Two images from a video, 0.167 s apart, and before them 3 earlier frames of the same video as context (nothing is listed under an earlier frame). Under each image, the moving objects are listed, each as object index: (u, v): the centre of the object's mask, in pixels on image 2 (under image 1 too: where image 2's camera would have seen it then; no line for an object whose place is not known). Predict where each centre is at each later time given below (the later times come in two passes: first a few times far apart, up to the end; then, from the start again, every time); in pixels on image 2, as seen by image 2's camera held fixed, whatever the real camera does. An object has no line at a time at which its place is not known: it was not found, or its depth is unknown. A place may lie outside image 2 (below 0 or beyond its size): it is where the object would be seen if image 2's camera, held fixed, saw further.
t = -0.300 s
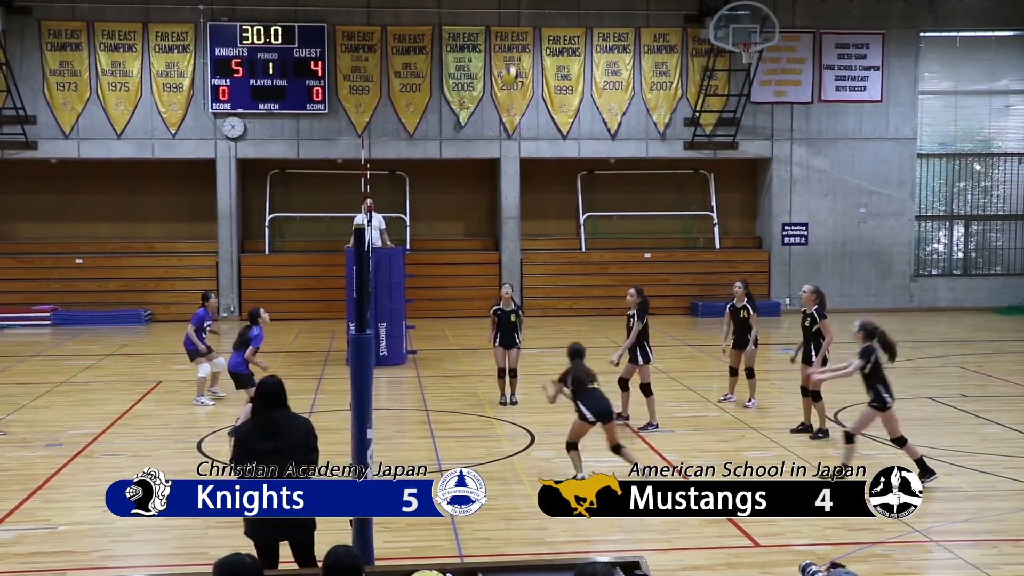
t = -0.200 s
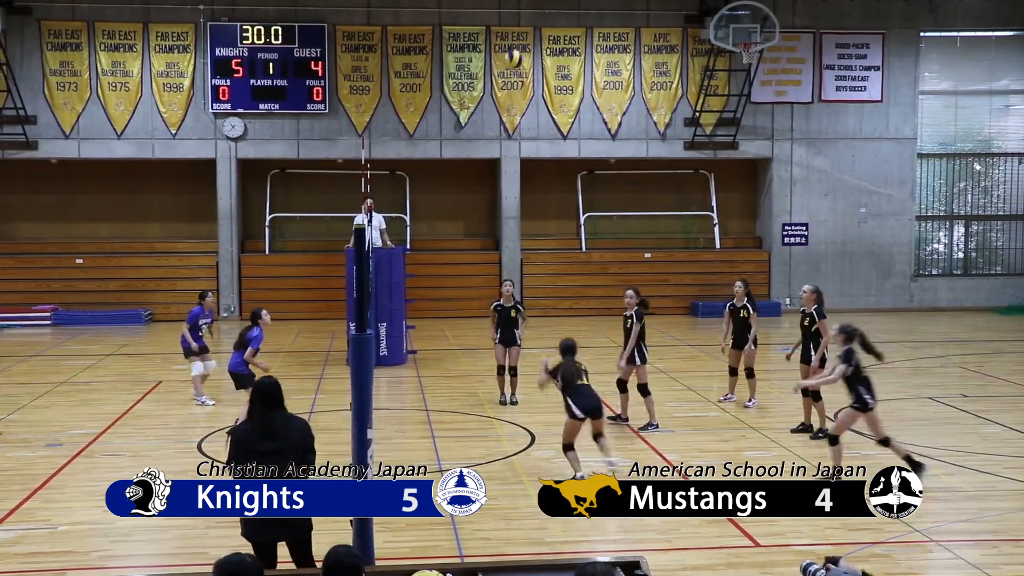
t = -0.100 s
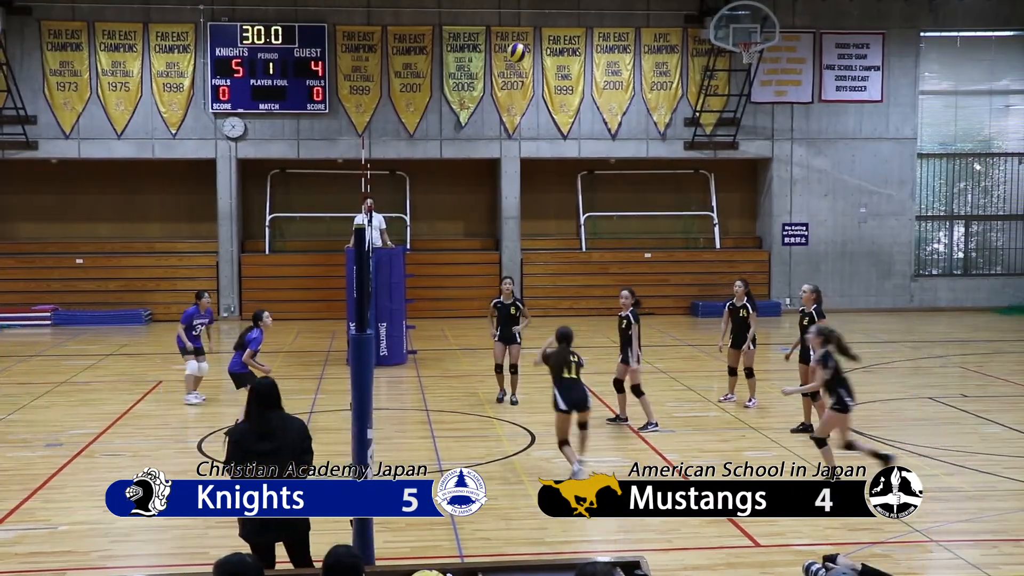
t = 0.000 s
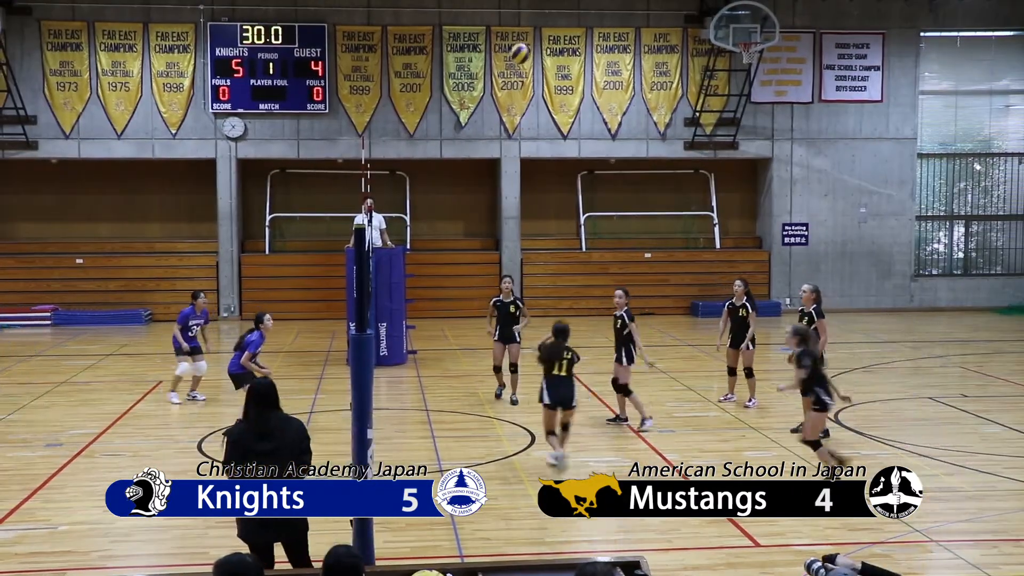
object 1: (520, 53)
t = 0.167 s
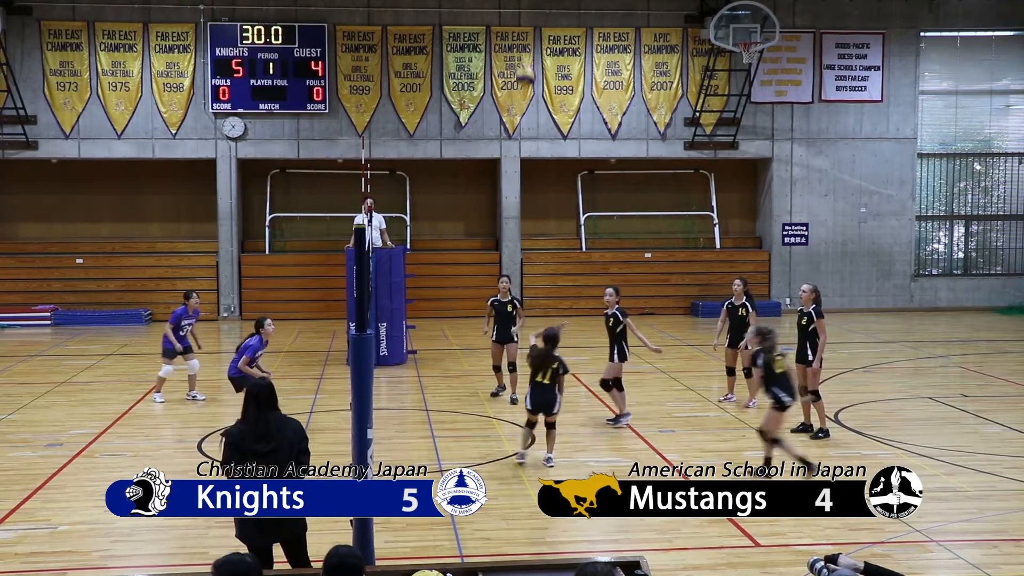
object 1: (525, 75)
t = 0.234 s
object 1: (527, 92)
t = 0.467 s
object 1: (536, 188)
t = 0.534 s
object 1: (539, 224)
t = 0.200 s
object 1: (527, 84)
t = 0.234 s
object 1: (527, 92)
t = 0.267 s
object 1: (529, 103)
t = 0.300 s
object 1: (530, 113)
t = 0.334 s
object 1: (531, 125)
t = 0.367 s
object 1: (532, 139)
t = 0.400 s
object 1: (534, 157)
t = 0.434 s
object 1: (535, 171)
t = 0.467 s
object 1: (536, 188)
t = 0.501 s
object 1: (537, 205)
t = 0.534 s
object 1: (539, 224)
